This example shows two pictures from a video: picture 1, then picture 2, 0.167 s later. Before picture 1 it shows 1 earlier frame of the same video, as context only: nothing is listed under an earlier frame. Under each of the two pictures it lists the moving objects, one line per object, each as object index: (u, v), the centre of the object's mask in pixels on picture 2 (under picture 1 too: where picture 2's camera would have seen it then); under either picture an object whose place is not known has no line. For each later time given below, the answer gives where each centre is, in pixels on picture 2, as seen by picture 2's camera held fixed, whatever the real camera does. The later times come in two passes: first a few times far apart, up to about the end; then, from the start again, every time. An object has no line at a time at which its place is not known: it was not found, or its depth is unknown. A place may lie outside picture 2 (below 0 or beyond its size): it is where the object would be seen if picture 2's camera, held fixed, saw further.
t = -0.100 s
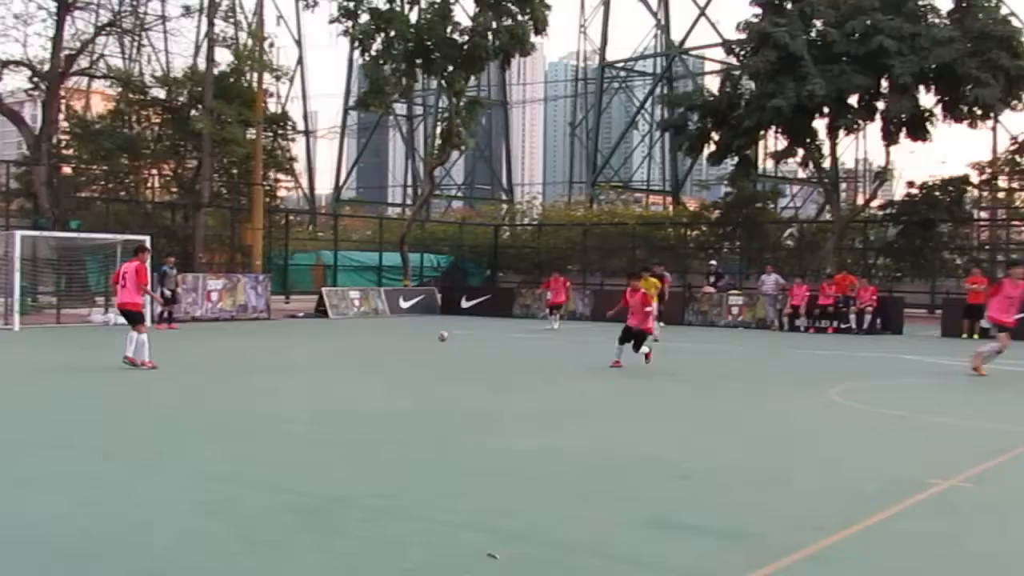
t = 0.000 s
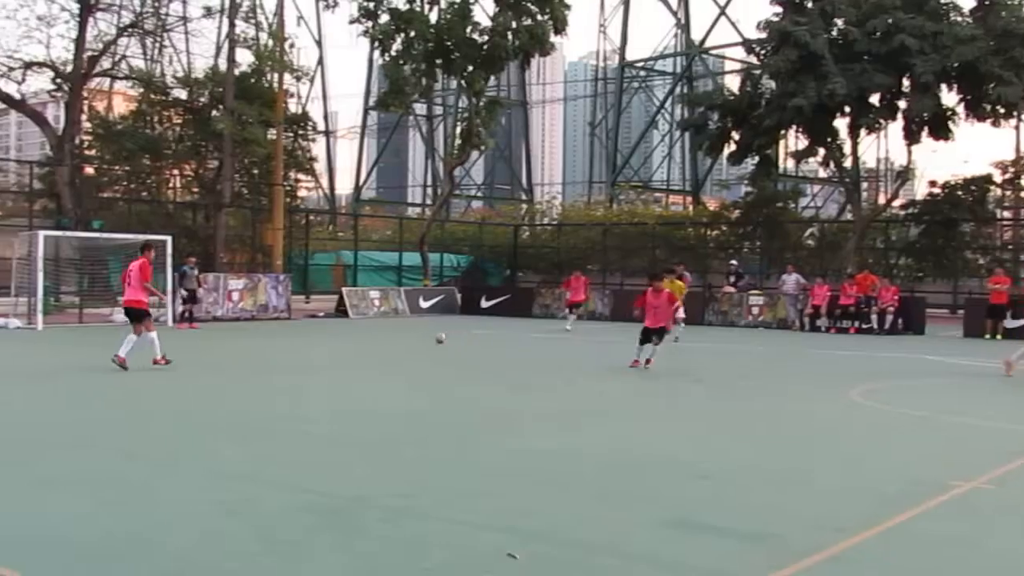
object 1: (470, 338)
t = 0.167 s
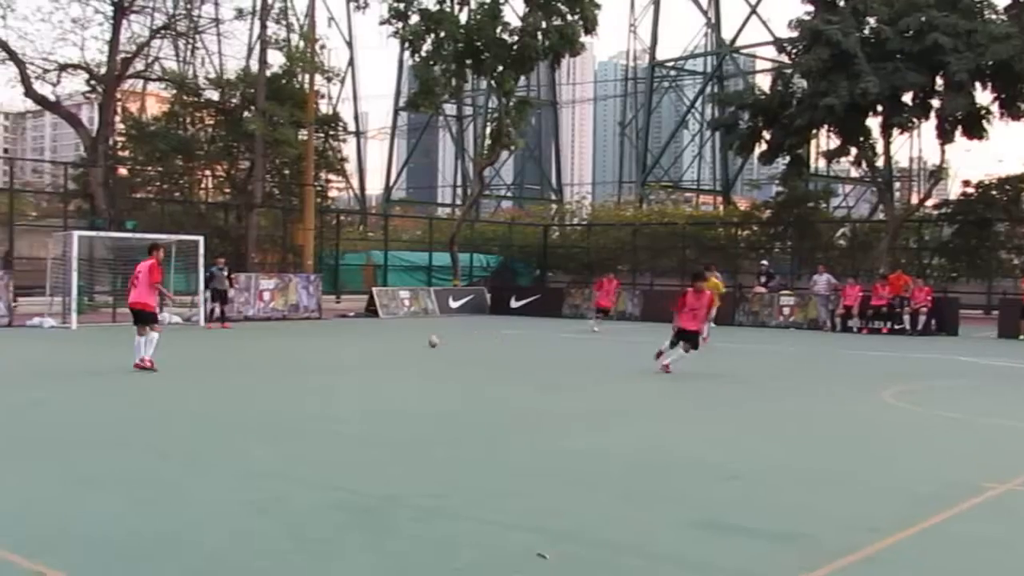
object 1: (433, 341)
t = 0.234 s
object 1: (418, 343)
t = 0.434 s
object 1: (368, 349)
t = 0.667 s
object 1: (302, 355)
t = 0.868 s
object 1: (234, 361)
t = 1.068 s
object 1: (154, 370)
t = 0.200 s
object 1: (425, 342)
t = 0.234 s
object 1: (418, 343)
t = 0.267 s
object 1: (410, 344)
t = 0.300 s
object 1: (401, 345)
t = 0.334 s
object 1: (394, 346)
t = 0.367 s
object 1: (386, 346)
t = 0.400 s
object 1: (377, 348)
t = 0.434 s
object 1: (368, 349)
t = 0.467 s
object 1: (360, 350)
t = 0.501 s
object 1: (349, 350)
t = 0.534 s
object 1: (341, 351)
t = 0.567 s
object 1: (332, 352)
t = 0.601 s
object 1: (322, 353)
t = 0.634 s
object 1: (311, 354)
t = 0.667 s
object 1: (302, 355)
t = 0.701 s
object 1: (292, 355)
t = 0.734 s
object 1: (282, 356)
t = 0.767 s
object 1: (270, 358)
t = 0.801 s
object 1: (258, 358)
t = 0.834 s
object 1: (246, 359)
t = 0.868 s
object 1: (234, 361)
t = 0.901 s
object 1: (222, 363)
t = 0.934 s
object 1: (209, 364)
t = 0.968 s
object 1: (196, 365)
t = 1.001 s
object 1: (183, 367)
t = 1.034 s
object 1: (169, 368)
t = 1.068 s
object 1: (154, 370)
